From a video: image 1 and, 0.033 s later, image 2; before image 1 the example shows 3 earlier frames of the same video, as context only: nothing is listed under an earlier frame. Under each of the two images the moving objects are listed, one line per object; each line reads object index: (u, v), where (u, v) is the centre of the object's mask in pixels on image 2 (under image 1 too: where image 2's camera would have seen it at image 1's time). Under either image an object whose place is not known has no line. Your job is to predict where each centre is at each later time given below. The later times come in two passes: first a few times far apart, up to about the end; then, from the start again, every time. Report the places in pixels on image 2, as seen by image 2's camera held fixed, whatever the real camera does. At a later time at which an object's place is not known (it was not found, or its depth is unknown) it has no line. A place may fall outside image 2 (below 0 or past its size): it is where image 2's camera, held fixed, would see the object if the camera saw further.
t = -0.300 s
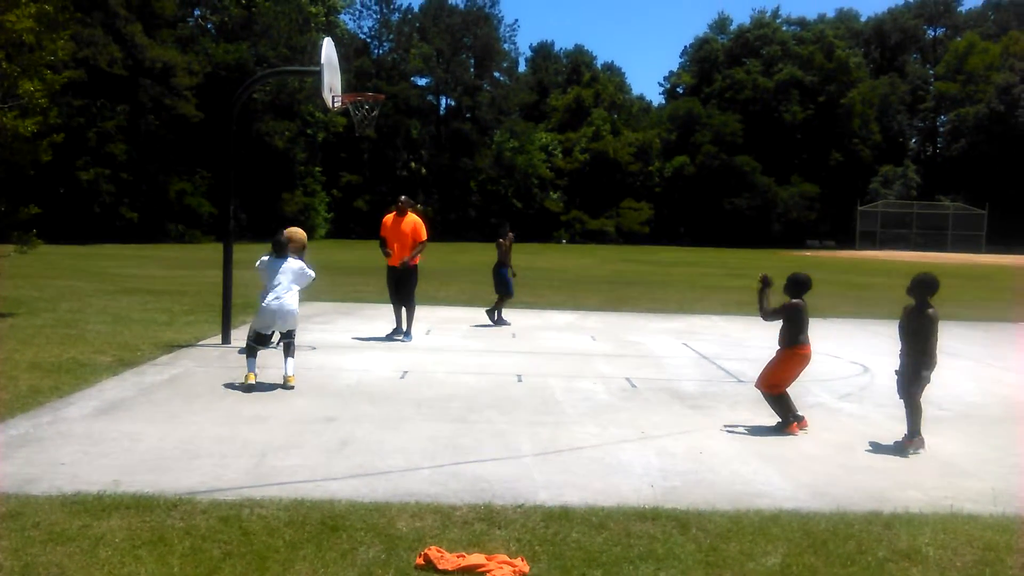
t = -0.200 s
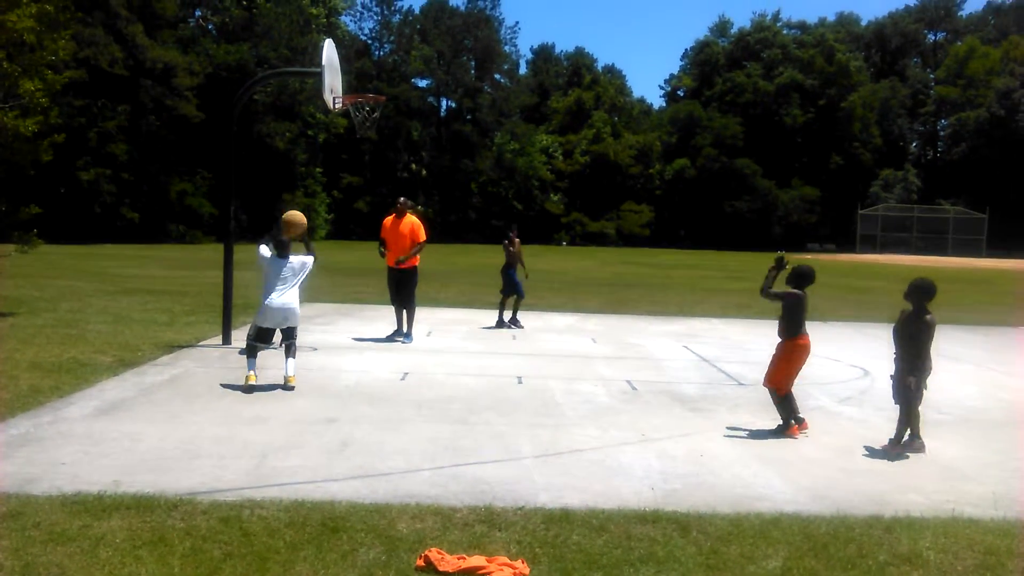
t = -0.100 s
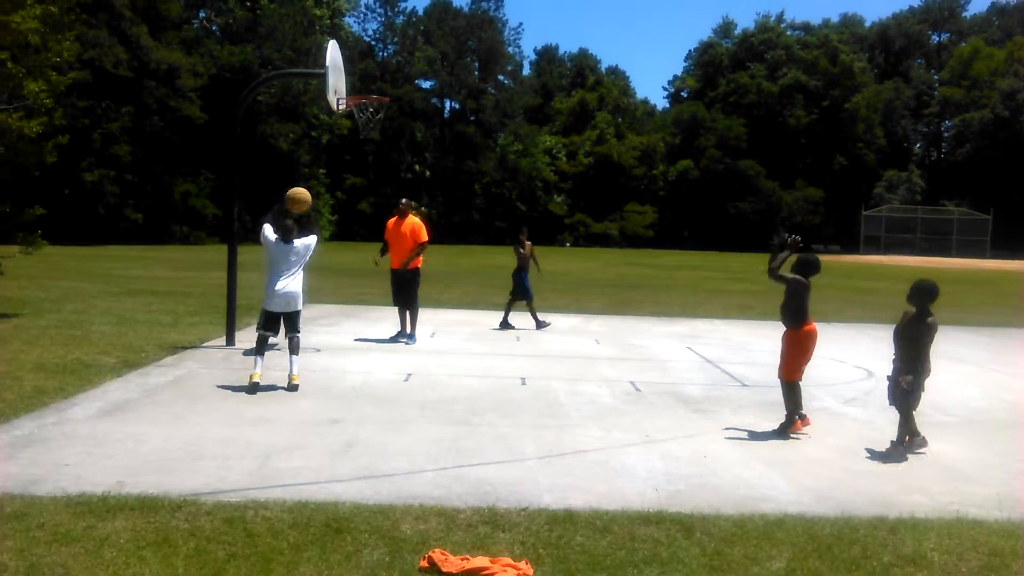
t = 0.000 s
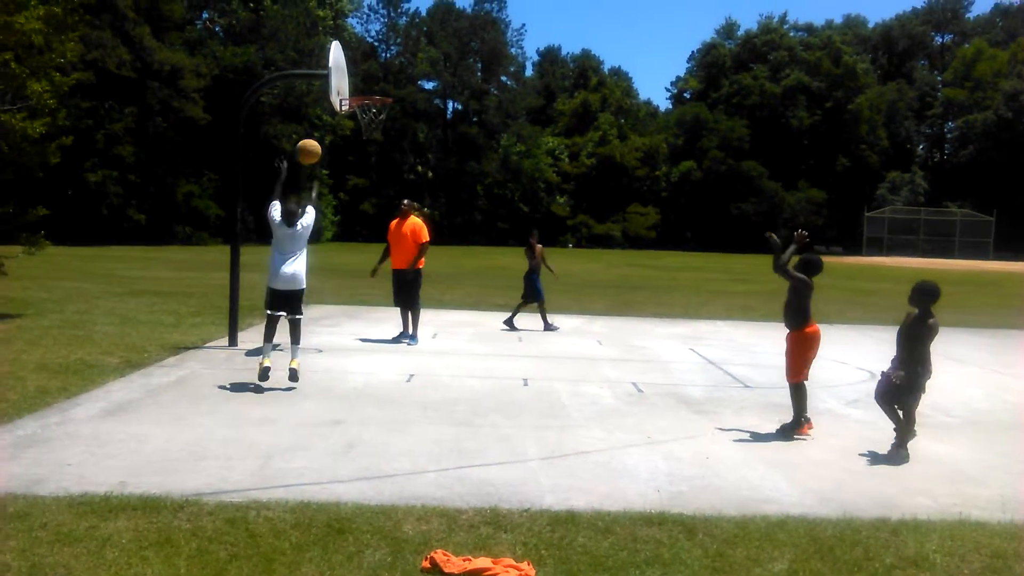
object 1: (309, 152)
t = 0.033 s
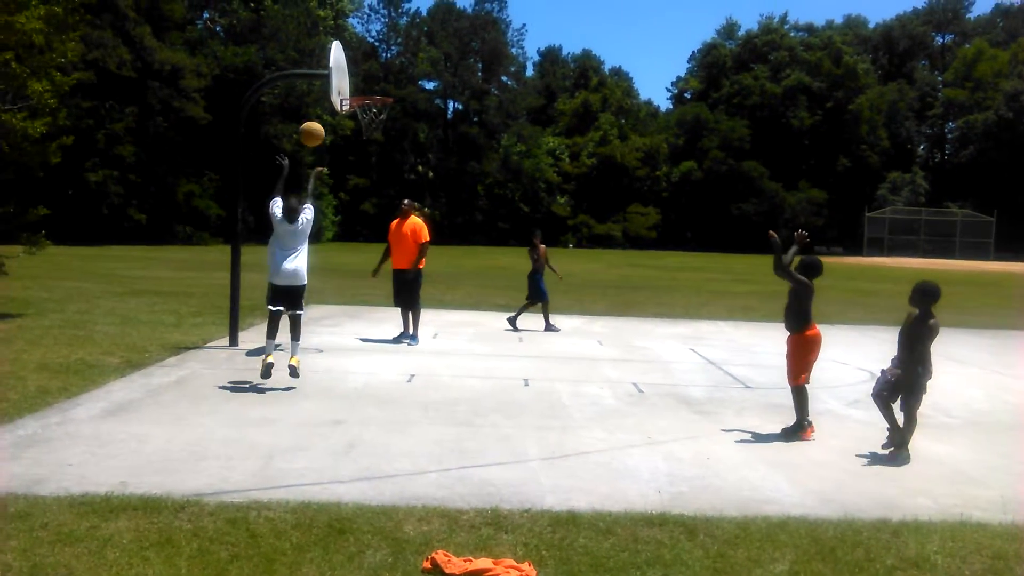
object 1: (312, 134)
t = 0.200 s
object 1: (324, 66)
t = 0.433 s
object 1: (335, 23)
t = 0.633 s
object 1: (344, 27)
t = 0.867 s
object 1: (352, 74)
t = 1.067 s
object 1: (367, 91)
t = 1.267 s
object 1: (388, 119)
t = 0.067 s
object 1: (314, 118)
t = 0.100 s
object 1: (316, 103)
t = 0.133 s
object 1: (320, 89)
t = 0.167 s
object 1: (321, 77)
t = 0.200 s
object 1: (324, 66)
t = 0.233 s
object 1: (326, 56)
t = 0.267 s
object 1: (327, 47)
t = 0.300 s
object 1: (329, 39)
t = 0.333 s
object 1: (331, 33)
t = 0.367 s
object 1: (332, 29)
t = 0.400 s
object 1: (334, 25)
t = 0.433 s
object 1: (335, 23)
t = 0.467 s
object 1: (337, 21)
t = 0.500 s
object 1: (338, 21)
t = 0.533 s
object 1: (339, 21)
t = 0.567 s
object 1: (341, 22)
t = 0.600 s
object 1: (342, 24)
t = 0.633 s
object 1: (344, 27)
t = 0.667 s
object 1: (346, 32)
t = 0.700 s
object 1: (347, 36)
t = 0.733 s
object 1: (349, 43)
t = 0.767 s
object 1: (350, 49)
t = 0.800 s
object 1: (351, 57)
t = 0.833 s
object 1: (352, 65)
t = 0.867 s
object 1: (352, 74)
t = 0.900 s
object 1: (353, 84)
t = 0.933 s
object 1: (352, 92)
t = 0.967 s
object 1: (355, 91)
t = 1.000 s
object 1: (358, 90)
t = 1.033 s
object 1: (362, 90)
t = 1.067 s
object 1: (367, 91)
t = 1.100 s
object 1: (371, 92)
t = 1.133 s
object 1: (374, 93)
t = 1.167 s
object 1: (379, 102)
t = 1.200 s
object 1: (382, 110)
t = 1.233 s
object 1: (384, 113)
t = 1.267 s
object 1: (388, 119)
